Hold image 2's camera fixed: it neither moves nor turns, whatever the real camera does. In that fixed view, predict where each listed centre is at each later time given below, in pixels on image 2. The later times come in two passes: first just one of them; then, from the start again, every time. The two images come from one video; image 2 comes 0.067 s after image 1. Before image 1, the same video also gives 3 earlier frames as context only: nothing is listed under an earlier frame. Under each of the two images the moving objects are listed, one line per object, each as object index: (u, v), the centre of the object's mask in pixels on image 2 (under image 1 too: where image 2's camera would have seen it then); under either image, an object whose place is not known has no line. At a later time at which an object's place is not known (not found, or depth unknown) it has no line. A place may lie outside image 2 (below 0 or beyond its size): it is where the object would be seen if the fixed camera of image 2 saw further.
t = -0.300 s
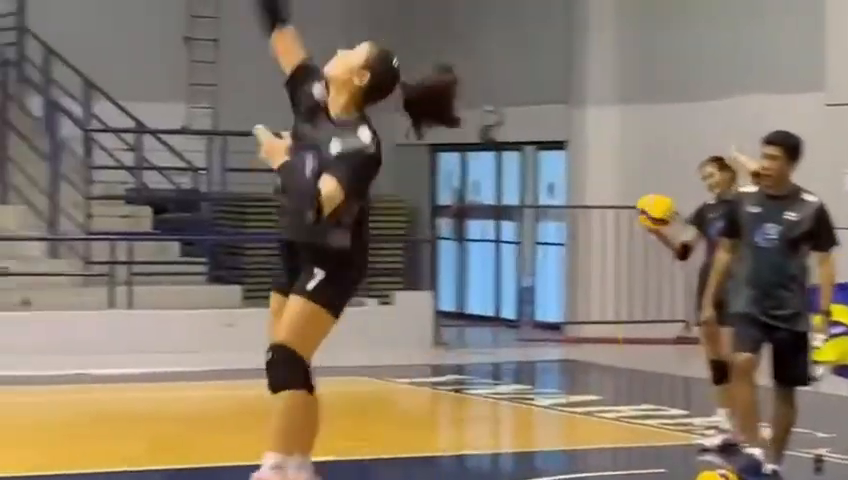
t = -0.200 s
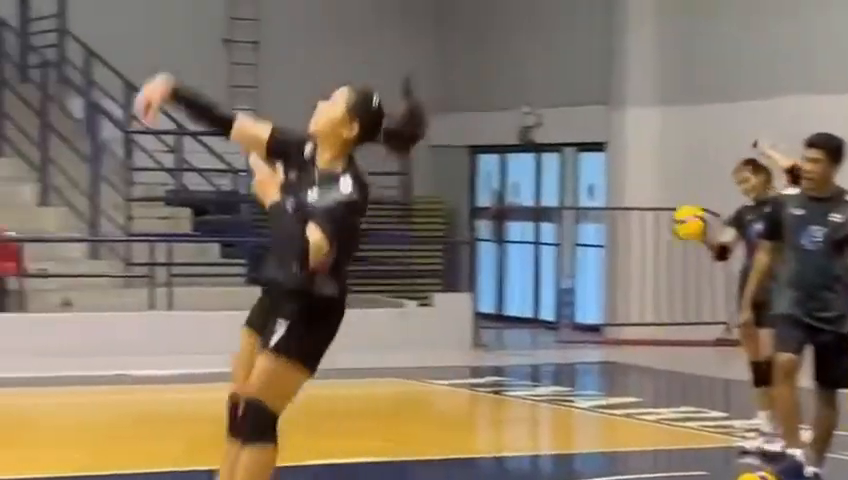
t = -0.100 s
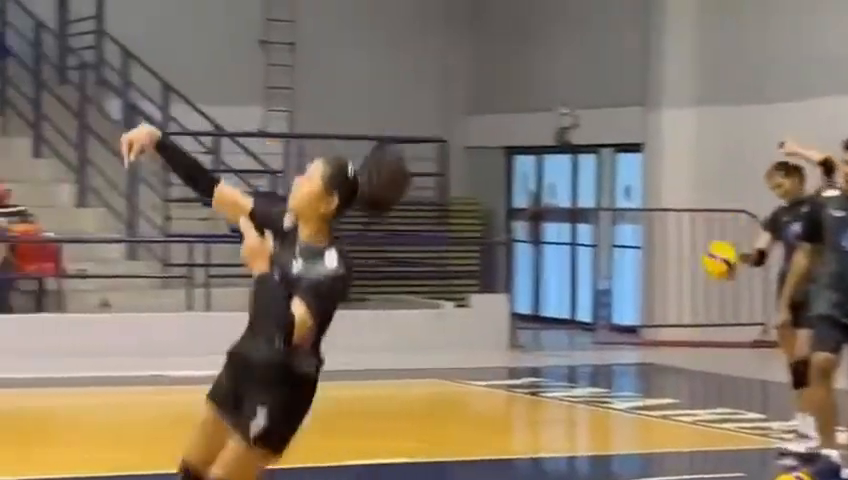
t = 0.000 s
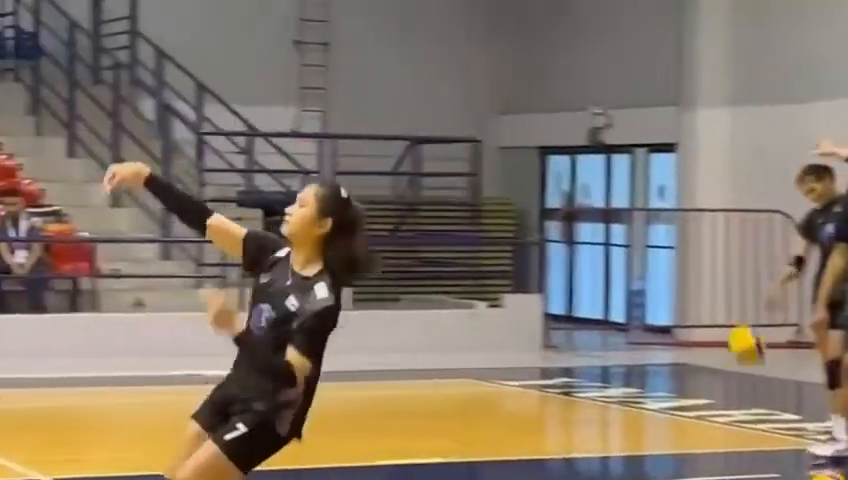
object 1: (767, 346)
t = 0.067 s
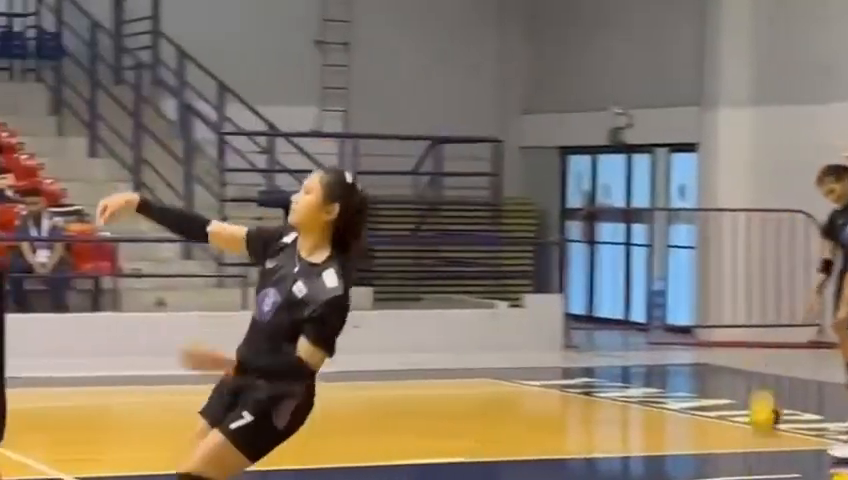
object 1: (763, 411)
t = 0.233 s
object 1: (769, 342)
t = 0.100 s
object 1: (761, 451)
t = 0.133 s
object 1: (763, 415)
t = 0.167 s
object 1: (764, 390)
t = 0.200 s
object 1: (767, 365)
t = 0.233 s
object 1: (769, 342)
